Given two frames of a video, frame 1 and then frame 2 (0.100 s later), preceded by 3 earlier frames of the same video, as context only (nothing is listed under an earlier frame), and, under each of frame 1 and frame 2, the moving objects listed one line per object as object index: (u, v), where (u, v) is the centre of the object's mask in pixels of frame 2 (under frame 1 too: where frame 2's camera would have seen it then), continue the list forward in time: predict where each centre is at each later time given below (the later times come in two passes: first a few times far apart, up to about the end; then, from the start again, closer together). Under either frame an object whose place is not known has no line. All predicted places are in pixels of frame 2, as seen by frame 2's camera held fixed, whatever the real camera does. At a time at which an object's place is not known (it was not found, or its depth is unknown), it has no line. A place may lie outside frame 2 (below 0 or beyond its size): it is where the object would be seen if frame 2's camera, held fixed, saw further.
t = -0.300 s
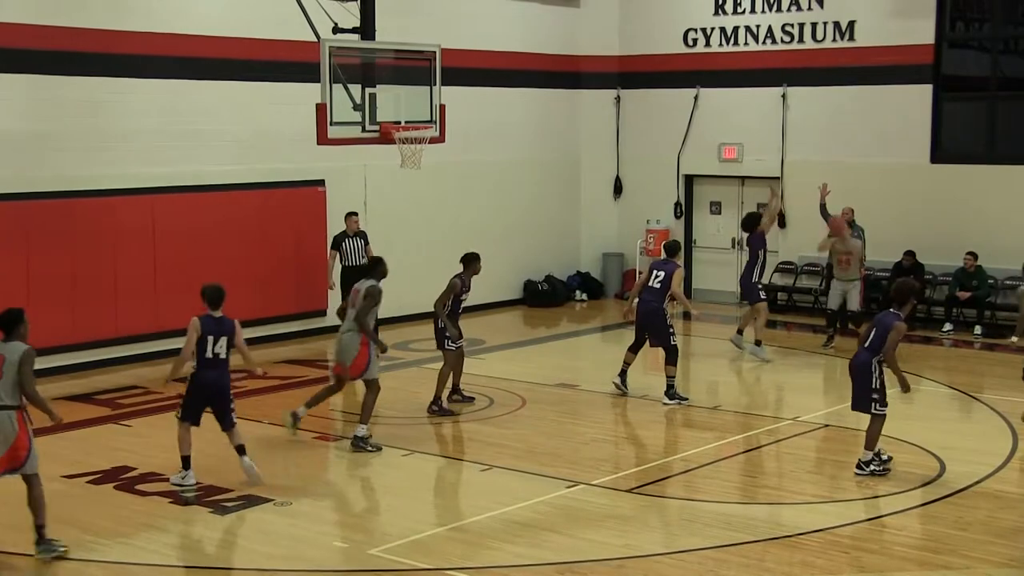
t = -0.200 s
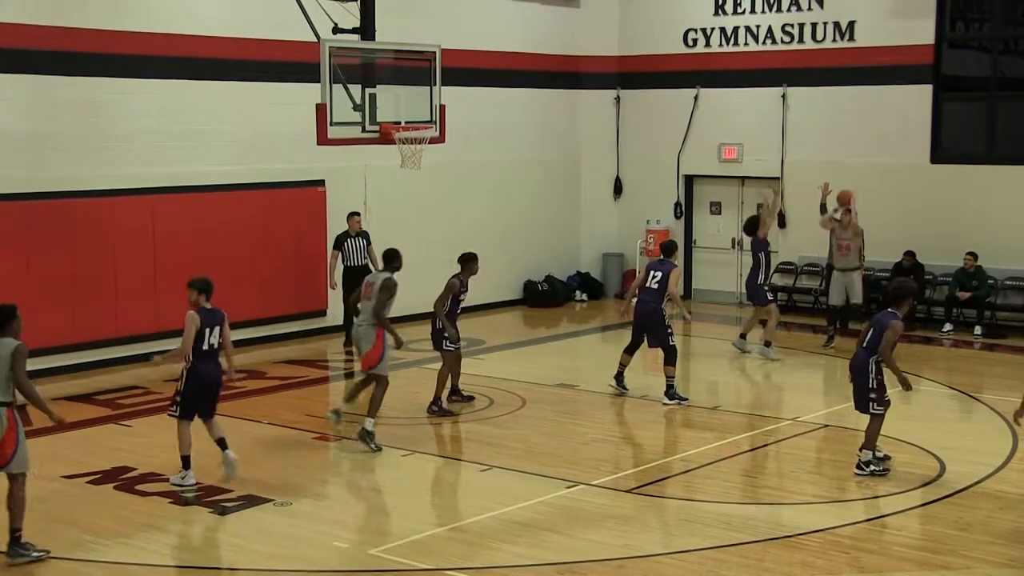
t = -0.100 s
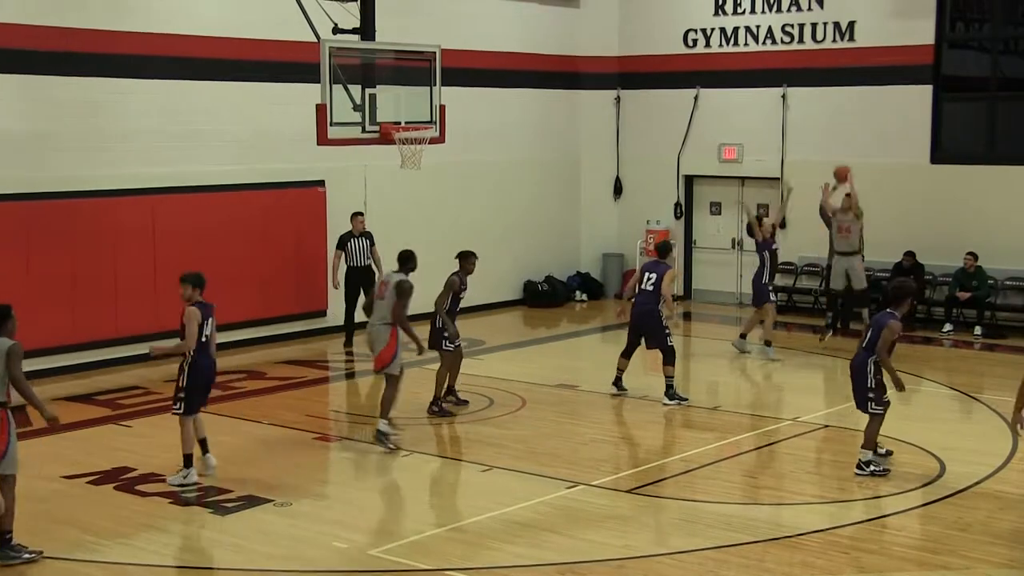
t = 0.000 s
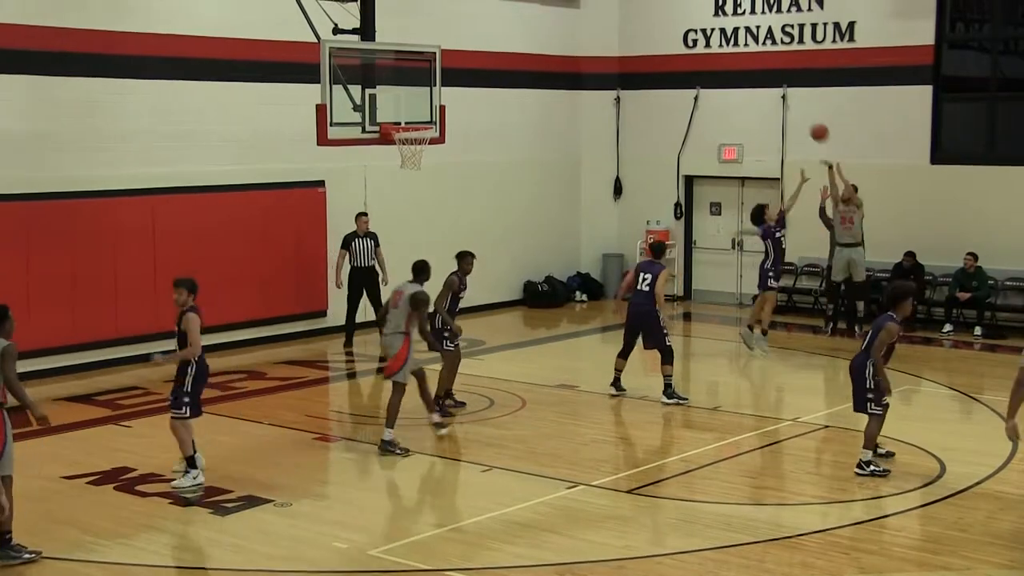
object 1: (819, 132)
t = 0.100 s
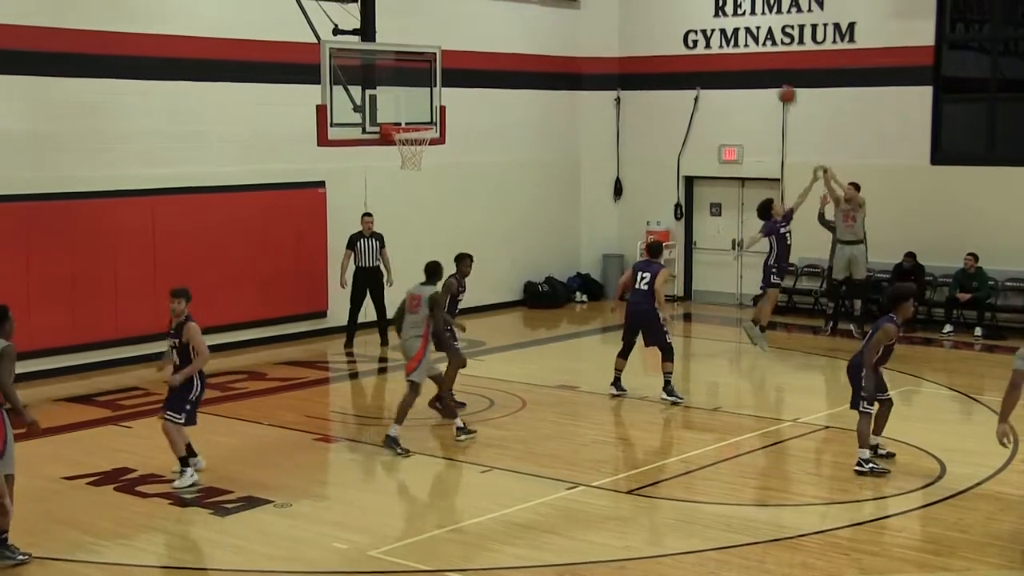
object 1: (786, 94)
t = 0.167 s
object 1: (766, 74)
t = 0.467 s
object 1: (661, 12)
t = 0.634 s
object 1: (599, 8)
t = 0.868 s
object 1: (507, 39)
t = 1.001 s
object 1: (452, 80)
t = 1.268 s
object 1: (424, 177)
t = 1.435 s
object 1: (454, 239)
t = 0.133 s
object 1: (777, 82)
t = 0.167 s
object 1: (766, 74)
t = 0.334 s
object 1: (708, 31)
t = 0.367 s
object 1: (697, 25)
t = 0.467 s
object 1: (661, 12)
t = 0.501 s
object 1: (649, 9)
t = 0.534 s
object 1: (637, 8)
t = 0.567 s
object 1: (624, 6)
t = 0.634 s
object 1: (599, 8)
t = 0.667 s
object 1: (586, 10)
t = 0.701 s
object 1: (574, 13)
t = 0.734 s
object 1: (561, 15)
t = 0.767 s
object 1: (547, 20)
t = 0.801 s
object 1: (534, 25)
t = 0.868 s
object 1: (507, 39)
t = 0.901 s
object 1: (493, 47)
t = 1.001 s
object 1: (452, 80)
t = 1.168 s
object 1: (406, 150)
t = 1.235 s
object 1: (418, 168)
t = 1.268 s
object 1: (424, 177)
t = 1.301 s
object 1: (430, 187)
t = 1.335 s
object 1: (437, 199)
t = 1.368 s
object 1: (442, 211)
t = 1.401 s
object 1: (448, 225)
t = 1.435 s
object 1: (454, 239)
